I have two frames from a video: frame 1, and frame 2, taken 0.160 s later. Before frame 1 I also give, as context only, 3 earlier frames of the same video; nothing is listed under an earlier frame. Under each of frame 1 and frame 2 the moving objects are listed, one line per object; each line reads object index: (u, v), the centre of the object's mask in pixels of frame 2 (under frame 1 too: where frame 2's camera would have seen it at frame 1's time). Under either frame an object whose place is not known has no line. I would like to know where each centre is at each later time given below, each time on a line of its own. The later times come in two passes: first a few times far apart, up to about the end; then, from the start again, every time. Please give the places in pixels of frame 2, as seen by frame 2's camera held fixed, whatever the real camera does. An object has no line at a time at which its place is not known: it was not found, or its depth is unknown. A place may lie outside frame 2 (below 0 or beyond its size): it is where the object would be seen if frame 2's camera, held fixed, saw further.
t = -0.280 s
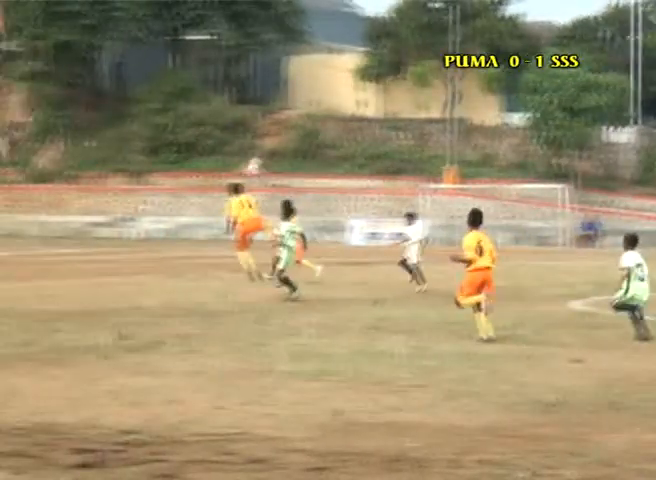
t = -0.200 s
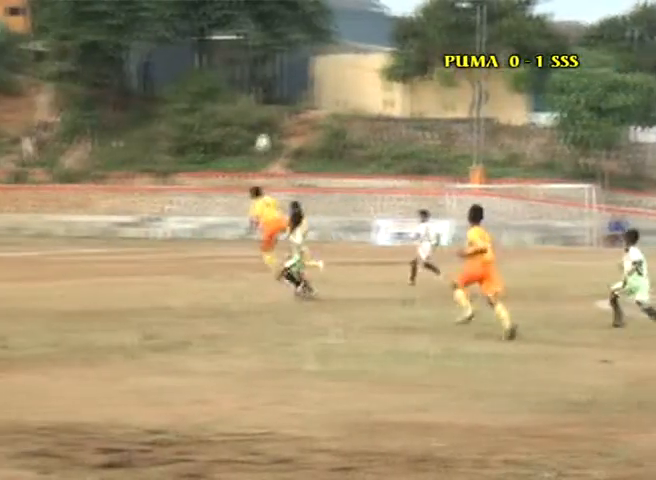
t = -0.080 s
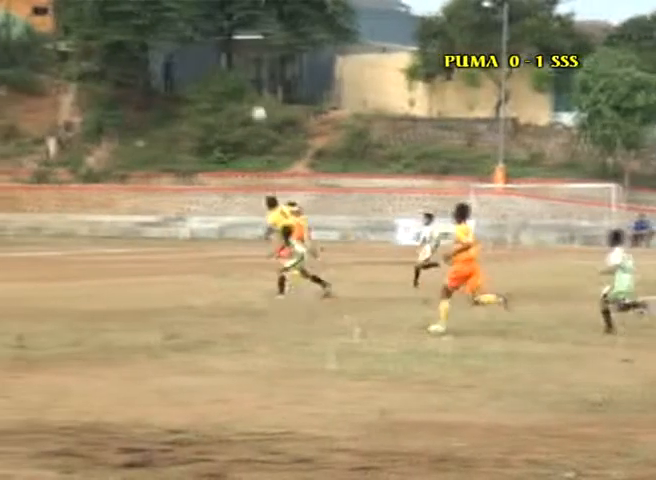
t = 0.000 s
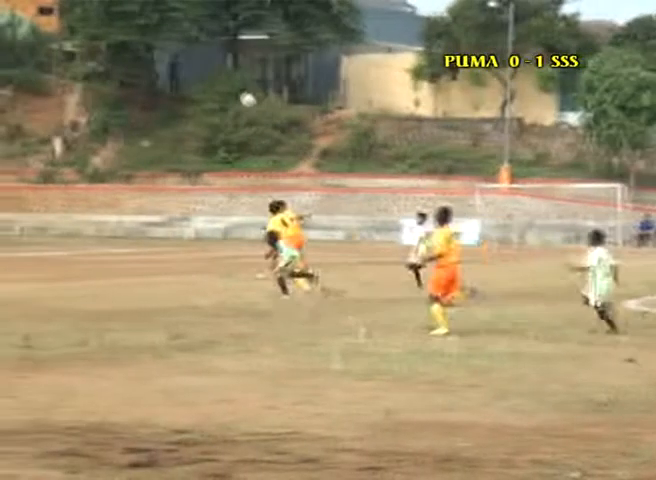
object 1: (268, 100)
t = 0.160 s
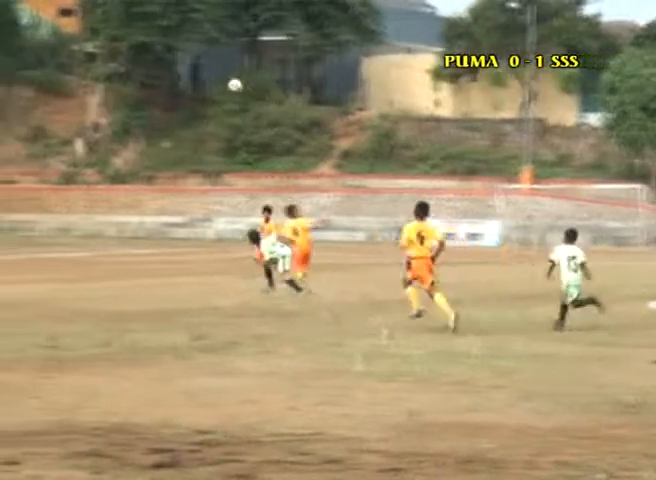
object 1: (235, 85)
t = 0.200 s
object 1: (226, 83)
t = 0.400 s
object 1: (185, 90)
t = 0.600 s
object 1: (147, 119)
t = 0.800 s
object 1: (108, 173)
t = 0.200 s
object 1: (226, 83)
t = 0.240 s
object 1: (218, 83)
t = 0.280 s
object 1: (210, 83)
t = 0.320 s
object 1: (202, 84)
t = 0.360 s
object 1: (193, 87)
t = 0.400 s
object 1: (185, 90)
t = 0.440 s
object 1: (178, 94)
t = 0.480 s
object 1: (170, 98)
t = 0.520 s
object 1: (162, 104)
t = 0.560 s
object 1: (154, 111)
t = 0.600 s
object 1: (147, 119)
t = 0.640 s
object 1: (139, 128)
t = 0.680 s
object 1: (132, 137)
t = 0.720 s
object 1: (124, 148)
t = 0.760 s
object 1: (115, 160)
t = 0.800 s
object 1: (108, 173)
